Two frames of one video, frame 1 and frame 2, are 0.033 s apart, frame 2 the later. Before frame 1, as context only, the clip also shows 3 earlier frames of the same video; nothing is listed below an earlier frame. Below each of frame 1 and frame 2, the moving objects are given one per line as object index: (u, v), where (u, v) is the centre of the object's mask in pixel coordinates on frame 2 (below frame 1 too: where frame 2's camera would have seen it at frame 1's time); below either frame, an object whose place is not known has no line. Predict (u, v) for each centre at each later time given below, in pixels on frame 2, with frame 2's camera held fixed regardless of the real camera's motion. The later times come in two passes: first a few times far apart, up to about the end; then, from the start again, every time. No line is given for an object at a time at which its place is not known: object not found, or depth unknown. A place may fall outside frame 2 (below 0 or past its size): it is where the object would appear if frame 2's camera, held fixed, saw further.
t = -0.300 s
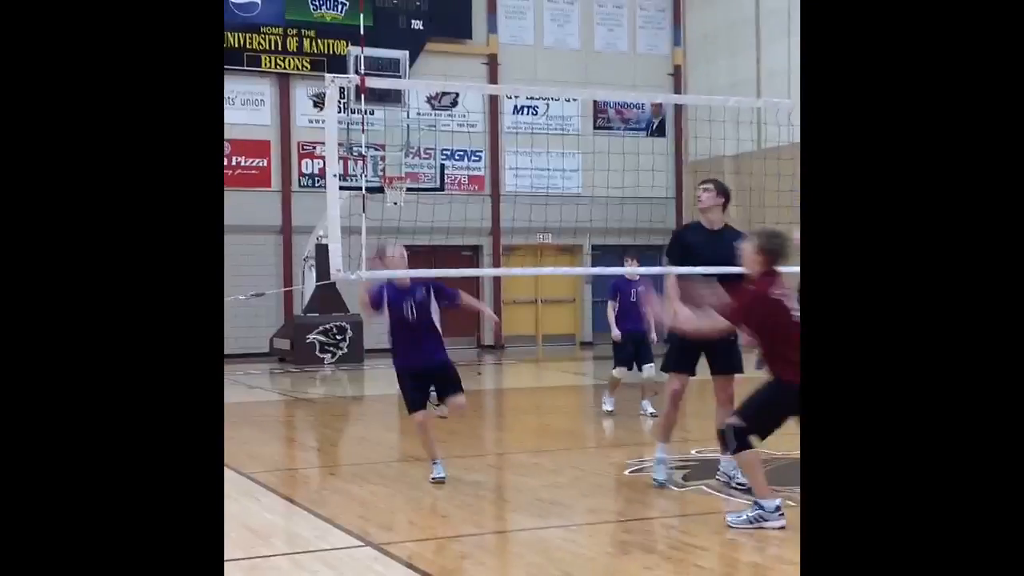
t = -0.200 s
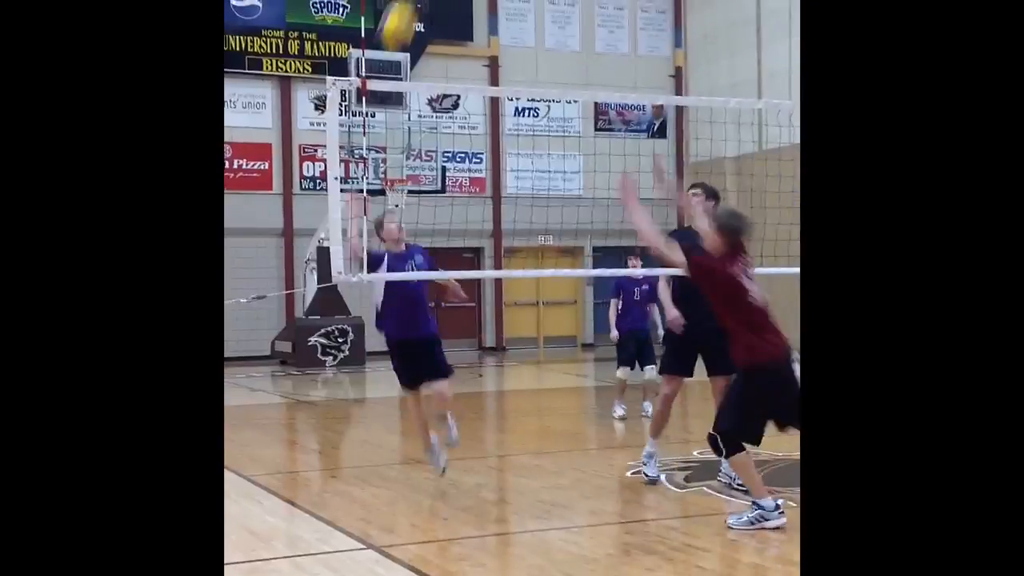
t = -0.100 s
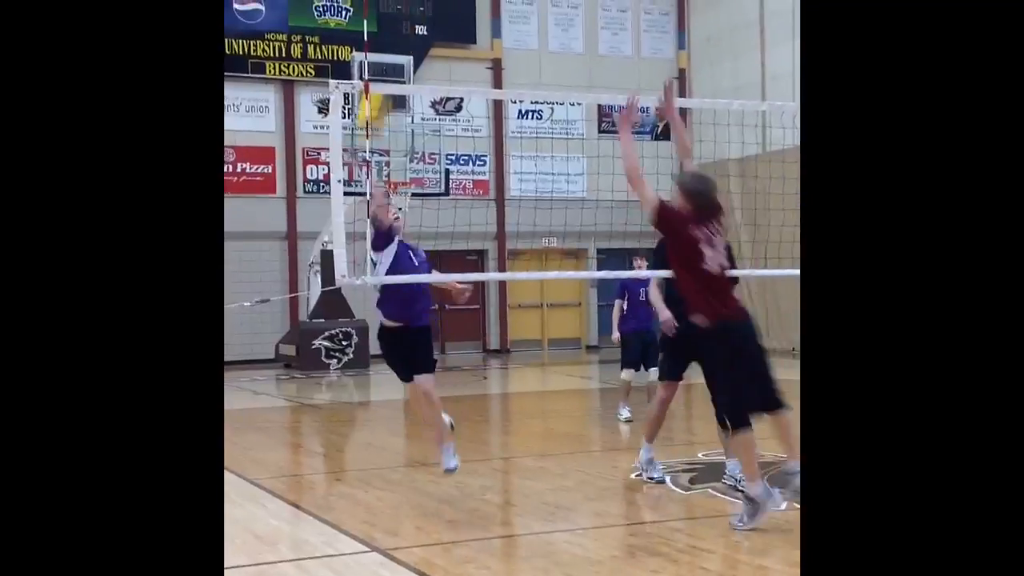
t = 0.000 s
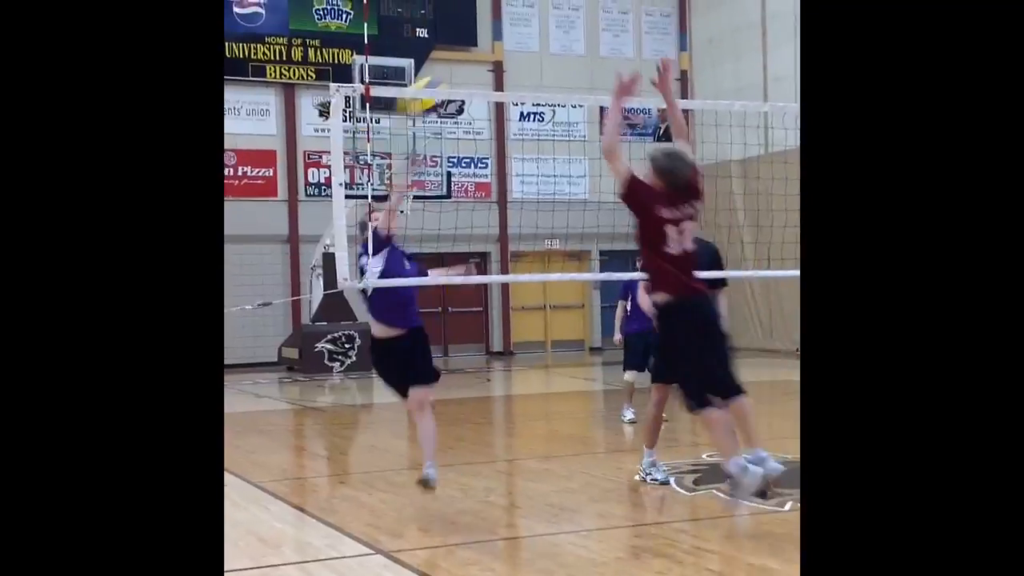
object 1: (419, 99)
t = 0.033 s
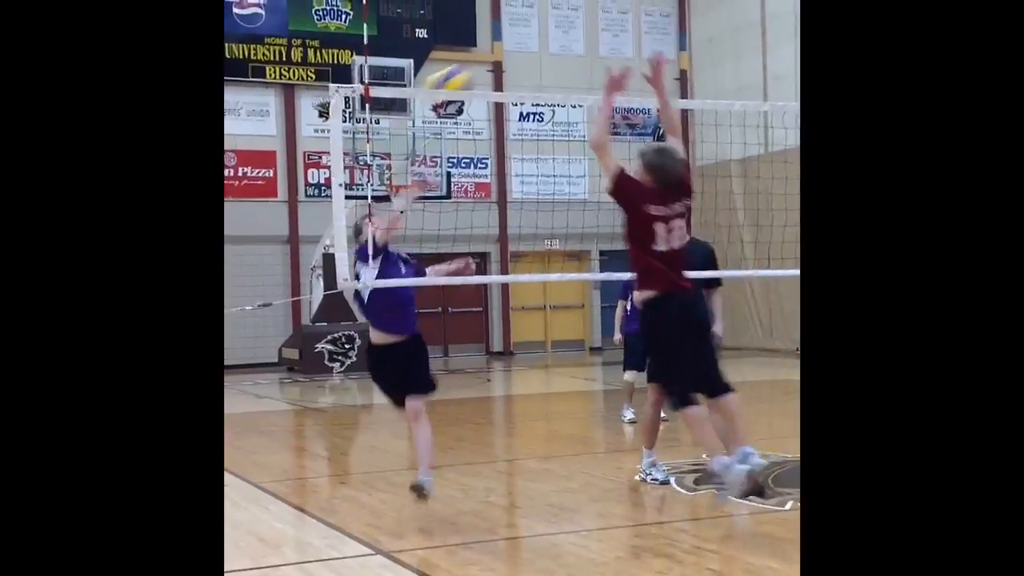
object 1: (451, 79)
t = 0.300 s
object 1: (551, 24)
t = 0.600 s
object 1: (664, 91)
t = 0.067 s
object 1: (468, 73)
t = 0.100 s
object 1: (481, 60)
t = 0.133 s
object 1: (491, 49)
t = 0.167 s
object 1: (503, 40)
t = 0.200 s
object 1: (514, 32)
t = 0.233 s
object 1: (528, 26)
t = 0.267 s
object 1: (539, 24)
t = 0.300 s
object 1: (551, 24)
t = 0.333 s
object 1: (564, 24)
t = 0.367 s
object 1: (577, 26)
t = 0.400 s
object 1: (589, 28)
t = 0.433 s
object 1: (602, 33)
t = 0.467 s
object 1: (614, 41)
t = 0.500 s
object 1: (625, 50)
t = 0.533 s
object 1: (639, 62)
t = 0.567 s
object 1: (651, 78)
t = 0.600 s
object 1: (664, 91)
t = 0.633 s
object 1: (677, 111)
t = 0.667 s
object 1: (690, 131)
